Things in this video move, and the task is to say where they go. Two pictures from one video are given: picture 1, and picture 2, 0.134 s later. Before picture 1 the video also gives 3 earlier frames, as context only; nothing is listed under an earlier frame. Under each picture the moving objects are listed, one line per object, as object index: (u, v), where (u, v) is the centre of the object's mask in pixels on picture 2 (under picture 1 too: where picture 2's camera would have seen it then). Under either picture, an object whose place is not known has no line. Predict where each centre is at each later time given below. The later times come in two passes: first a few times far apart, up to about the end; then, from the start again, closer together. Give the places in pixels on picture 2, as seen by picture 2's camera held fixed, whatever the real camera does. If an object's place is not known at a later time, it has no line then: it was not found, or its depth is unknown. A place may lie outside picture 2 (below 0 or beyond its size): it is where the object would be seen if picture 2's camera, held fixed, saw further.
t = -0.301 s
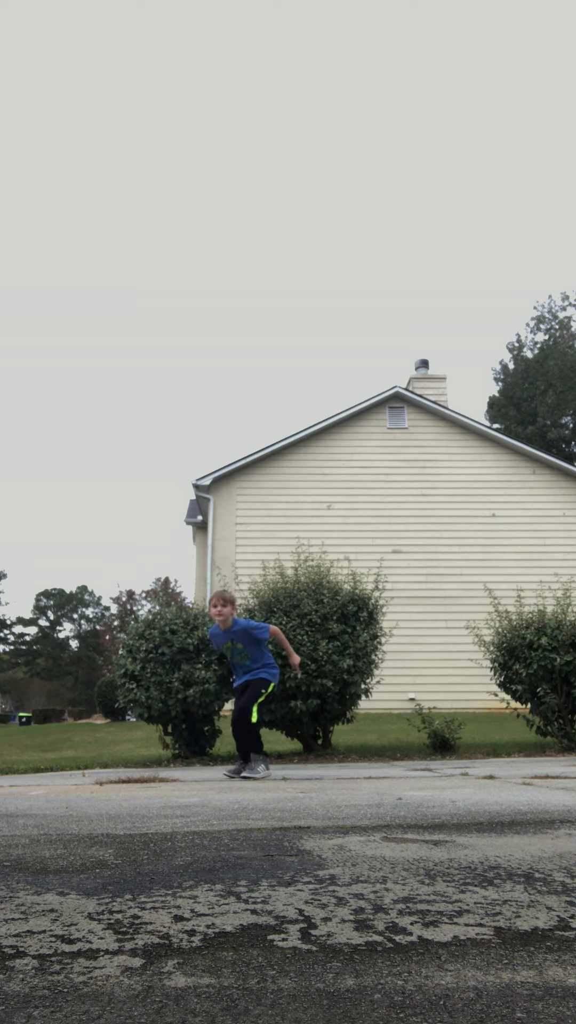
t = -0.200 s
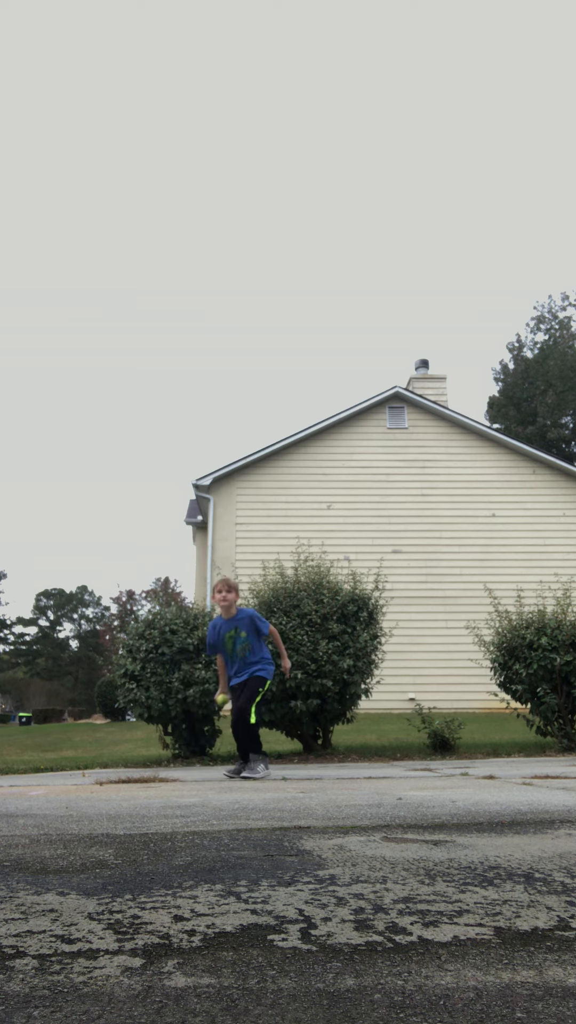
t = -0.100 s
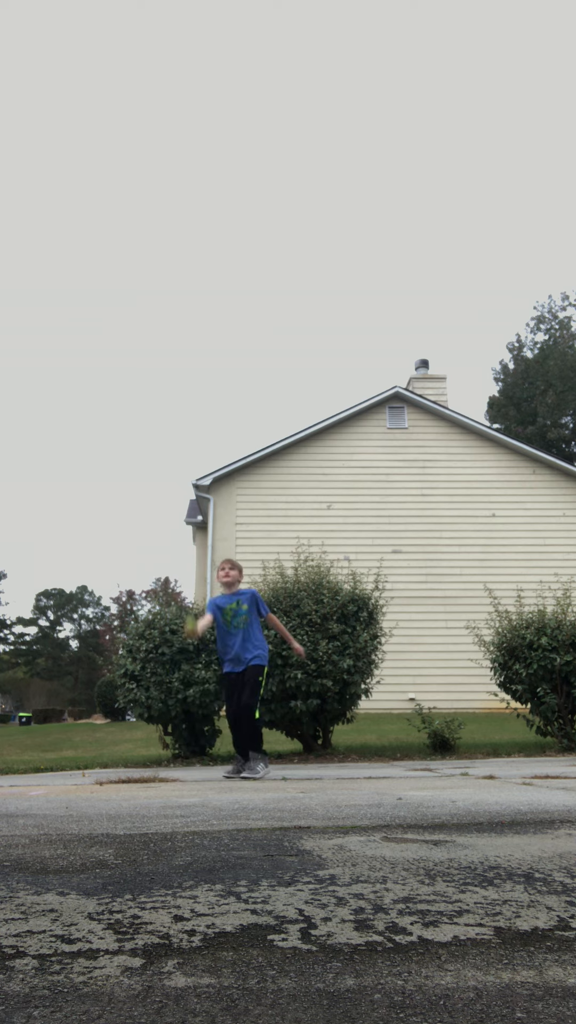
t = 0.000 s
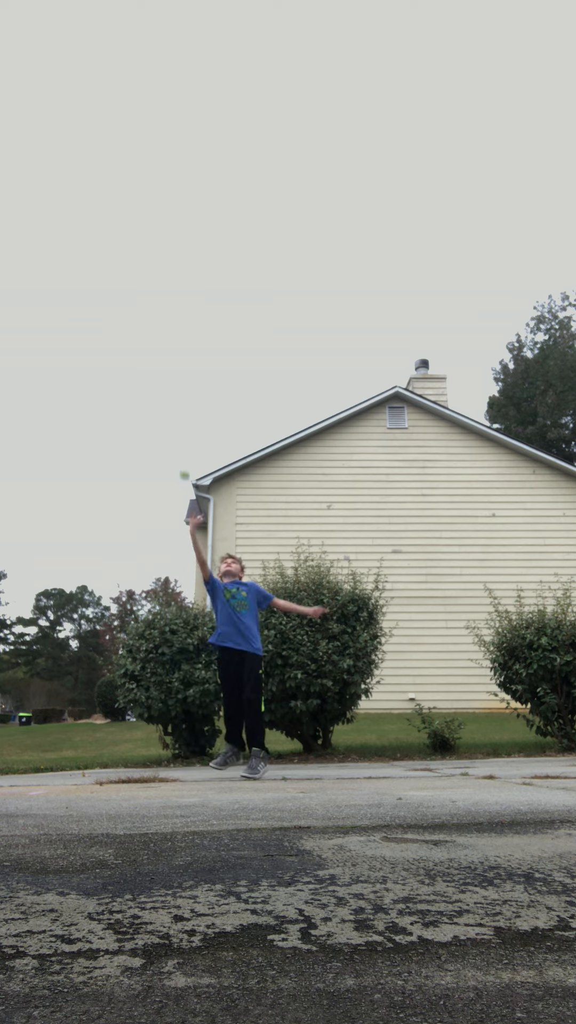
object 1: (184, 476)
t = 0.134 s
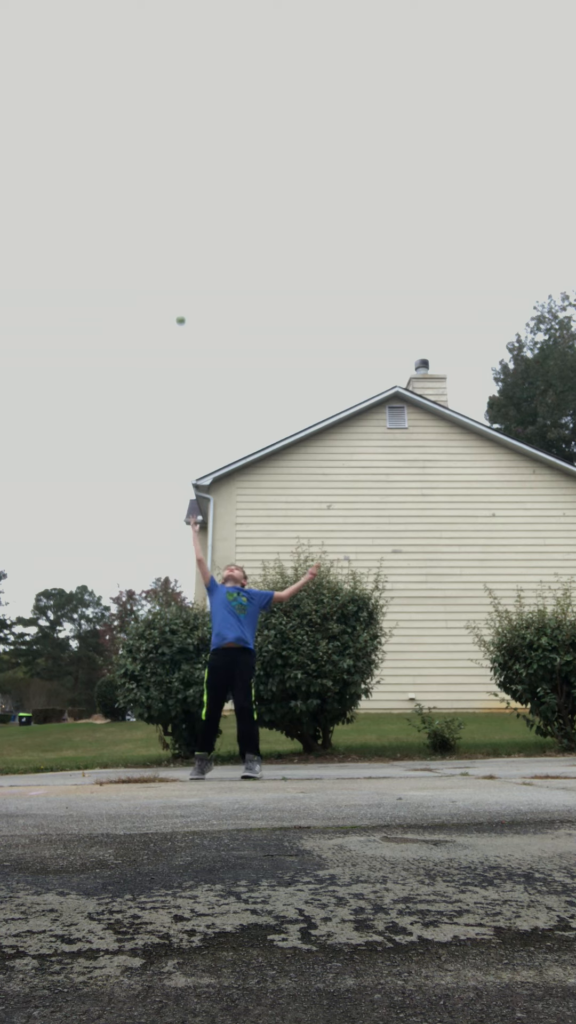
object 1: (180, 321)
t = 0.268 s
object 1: (176, 208)
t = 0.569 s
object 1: (167, 65)
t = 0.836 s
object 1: (157, 26)
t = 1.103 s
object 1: (145, 52)
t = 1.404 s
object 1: (127, 156)
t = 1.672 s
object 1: (107, 328)
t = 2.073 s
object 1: (62, 774)
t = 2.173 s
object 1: (53, 761)
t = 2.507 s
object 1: (27, 767)
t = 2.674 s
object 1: (23, 771)
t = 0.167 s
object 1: (179, 289)
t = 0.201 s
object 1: (178, 259)
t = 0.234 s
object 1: (177, 232)
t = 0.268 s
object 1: (176, 208)
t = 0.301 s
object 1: (175, 185)
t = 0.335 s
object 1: (174, 164)
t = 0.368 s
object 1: (173, 145)
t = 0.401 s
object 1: (172, 128)
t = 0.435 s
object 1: (171, 113)
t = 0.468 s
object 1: (170, 99)
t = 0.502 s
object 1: (169, 86)
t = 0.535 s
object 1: (168, 75)
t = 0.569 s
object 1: (167, 65)
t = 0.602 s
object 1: (166, 56)
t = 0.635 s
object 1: (165, 49)
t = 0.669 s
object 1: (164, 42)
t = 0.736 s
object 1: (161, 33)
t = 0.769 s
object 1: (160, 30)
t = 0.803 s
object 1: (158, 27)
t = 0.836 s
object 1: (157, 26)
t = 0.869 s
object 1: (156, 26)
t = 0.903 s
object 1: (154, 27)
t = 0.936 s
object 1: (153, 28)
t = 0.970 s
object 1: (151, 31)
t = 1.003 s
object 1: (150, 36)
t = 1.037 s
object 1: (148, 40)
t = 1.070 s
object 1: (146, 45)
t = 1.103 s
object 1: (145, 52)
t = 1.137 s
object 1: (143, 60)
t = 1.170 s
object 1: (141, 68)
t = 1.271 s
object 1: (136, 100)
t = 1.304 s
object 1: (133, 112)
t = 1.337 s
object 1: (131, 126)
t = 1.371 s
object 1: (129, 140)
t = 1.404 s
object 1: (127, 156)
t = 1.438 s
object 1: (124, 173)
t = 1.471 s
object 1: (122, 191)
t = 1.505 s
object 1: (120, 211)
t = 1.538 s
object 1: (117, 231)
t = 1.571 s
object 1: (115, 253)
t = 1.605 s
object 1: (112, 277)
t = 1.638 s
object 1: (109, 301)
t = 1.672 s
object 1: (107, 328)
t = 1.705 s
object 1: (104, 355)
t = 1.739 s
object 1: (101, 384)
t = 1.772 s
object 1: (98, 415)
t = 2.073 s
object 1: (62, 774)
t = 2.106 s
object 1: (59, 769)
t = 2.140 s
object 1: (56, 764)
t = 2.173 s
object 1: (53, 761)
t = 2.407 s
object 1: (29, 774)
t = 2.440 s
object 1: (28, 771)
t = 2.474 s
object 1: (27, 768)
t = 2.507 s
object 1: (27, 767)
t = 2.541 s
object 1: (26, 768)
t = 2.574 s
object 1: (25, 769)
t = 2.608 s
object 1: (24, 771)
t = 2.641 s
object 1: (23, 773)
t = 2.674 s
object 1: (23, 771)
